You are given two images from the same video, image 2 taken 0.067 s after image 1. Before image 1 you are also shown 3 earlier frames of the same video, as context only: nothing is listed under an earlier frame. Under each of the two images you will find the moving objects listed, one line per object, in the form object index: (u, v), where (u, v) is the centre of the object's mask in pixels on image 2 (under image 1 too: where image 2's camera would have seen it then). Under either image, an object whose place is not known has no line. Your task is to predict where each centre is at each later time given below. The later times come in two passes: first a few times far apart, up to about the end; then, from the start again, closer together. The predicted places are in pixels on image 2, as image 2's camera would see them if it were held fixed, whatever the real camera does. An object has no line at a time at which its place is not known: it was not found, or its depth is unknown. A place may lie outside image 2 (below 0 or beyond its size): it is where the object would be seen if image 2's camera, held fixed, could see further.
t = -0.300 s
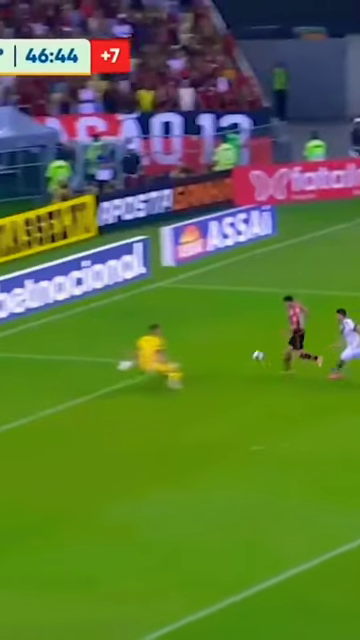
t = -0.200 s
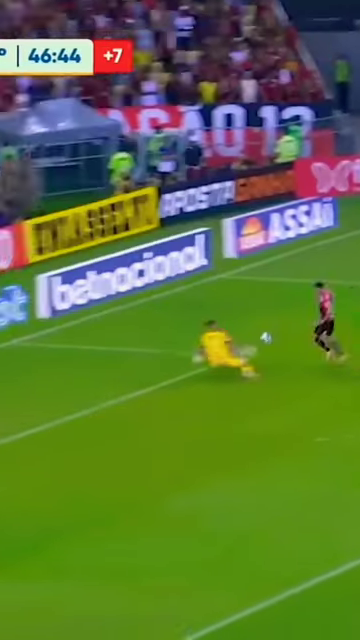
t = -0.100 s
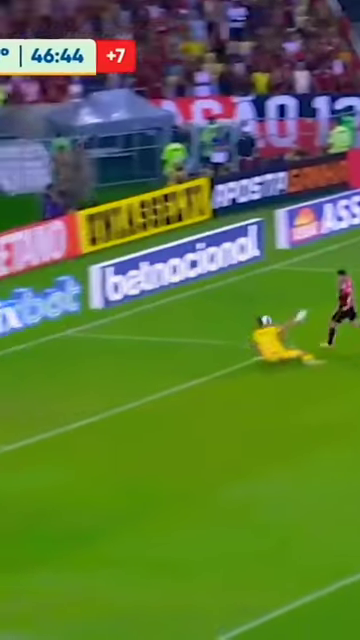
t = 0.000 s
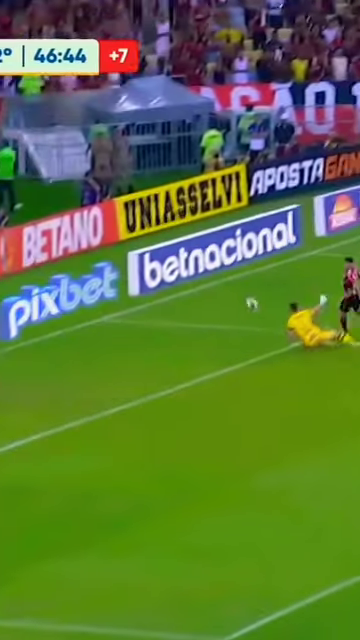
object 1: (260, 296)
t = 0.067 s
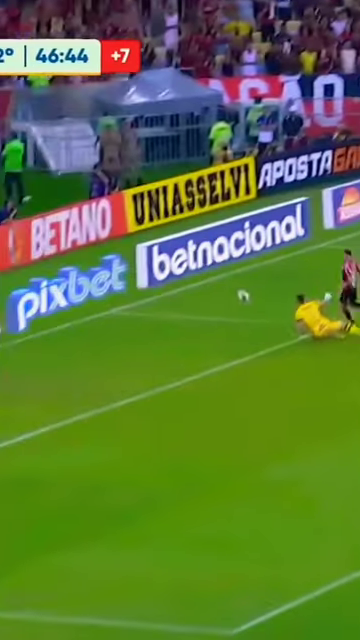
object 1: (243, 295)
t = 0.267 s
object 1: (144, 306)
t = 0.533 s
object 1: (16, 351)
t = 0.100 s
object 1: (226, 296)
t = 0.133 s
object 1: (209, 297)
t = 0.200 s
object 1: (175, 301)
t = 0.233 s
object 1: (160, 303)
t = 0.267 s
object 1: (144, 306)
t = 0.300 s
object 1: (127, 310)
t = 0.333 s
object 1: (112, 314)
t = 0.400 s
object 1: (79, 325)
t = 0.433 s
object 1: (63, 331)
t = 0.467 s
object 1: (47, 337)
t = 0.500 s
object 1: (31, 344)
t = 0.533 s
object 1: (16, 351)
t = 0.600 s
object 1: (-13, 353)
